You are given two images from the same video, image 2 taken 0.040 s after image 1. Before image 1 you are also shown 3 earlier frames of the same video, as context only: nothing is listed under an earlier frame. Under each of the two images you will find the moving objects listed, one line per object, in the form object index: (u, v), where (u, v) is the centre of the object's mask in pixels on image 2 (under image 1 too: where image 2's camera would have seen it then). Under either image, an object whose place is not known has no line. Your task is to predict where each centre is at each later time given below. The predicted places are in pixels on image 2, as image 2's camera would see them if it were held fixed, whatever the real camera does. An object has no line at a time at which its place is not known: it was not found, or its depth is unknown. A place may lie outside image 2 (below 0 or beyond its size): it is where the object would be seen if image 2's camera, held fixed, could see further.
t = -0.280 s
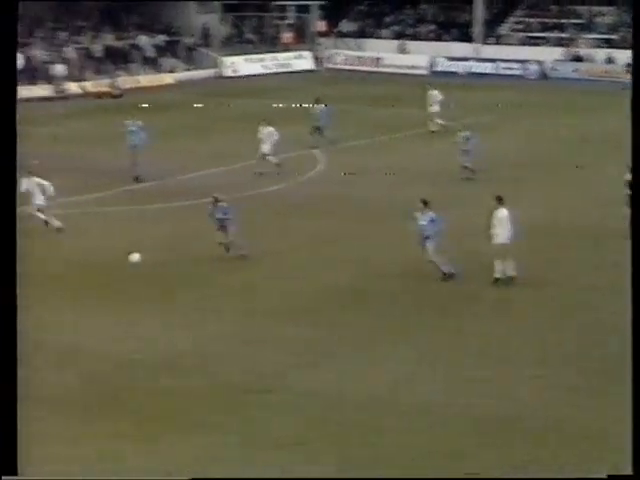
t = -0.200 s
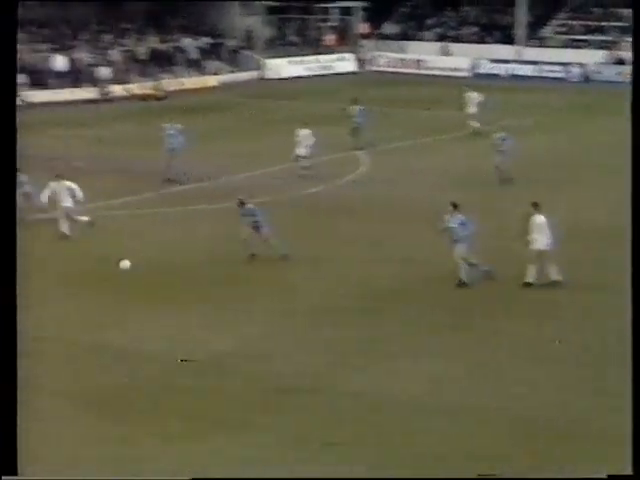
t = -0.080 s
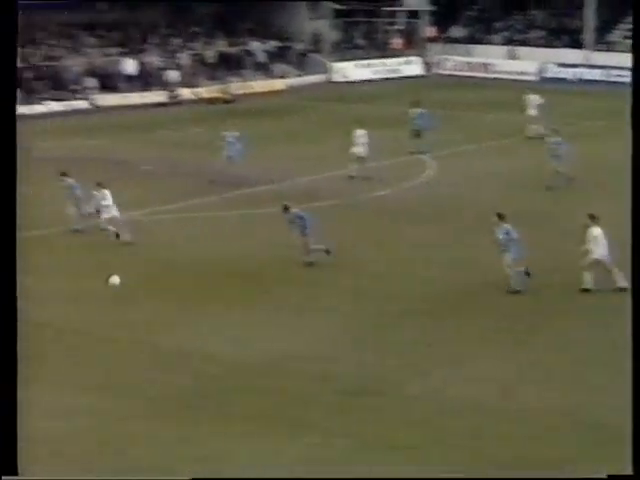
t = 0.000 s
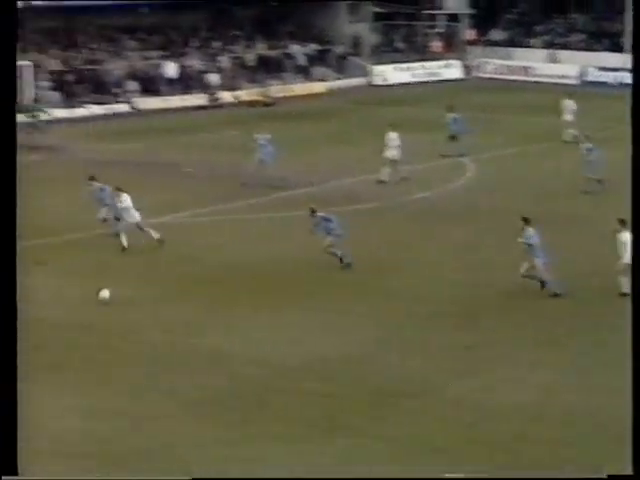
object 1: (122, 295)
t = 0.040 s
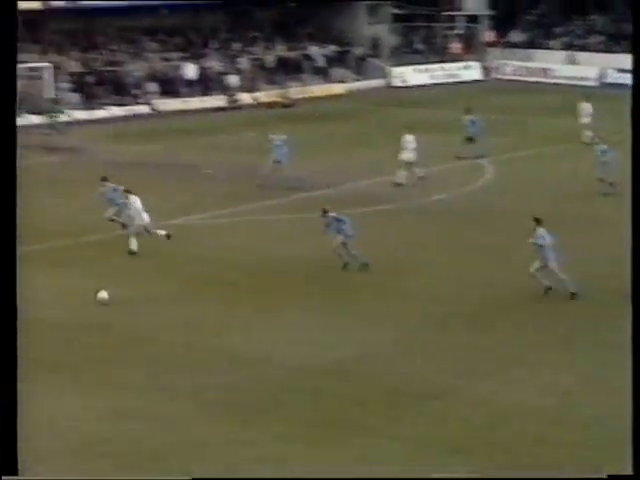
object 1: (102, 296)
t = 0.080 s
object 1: (86, 291)
